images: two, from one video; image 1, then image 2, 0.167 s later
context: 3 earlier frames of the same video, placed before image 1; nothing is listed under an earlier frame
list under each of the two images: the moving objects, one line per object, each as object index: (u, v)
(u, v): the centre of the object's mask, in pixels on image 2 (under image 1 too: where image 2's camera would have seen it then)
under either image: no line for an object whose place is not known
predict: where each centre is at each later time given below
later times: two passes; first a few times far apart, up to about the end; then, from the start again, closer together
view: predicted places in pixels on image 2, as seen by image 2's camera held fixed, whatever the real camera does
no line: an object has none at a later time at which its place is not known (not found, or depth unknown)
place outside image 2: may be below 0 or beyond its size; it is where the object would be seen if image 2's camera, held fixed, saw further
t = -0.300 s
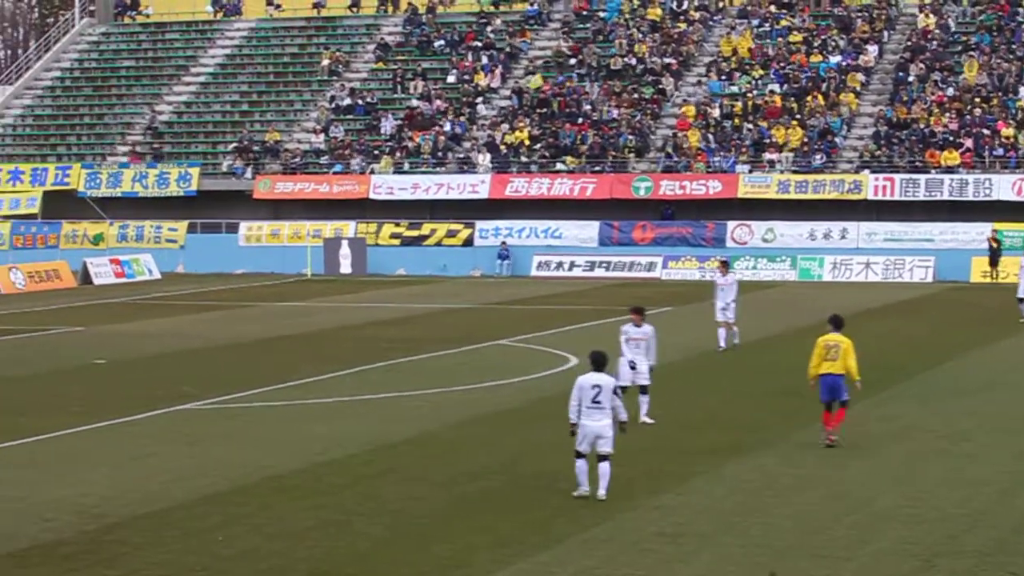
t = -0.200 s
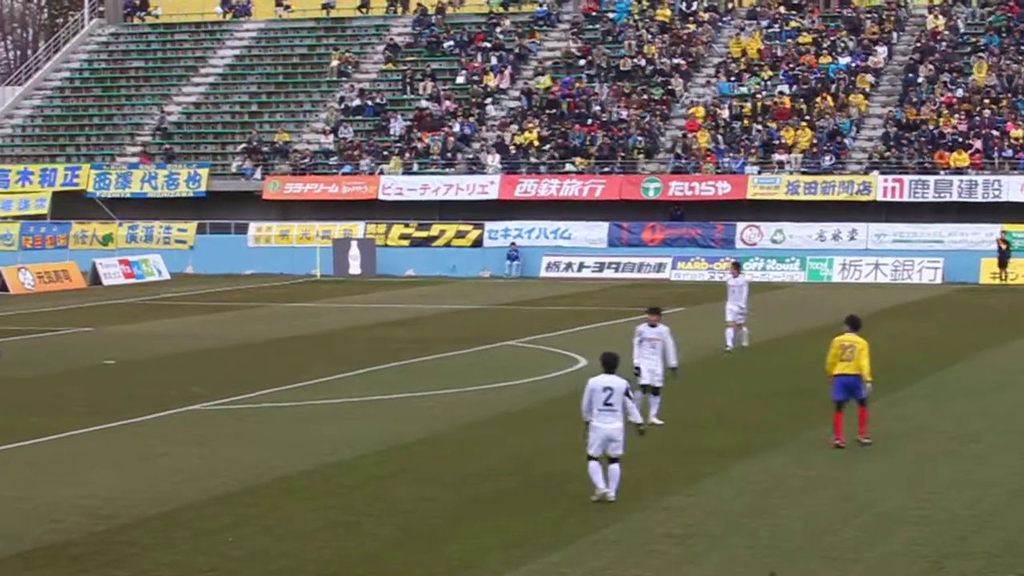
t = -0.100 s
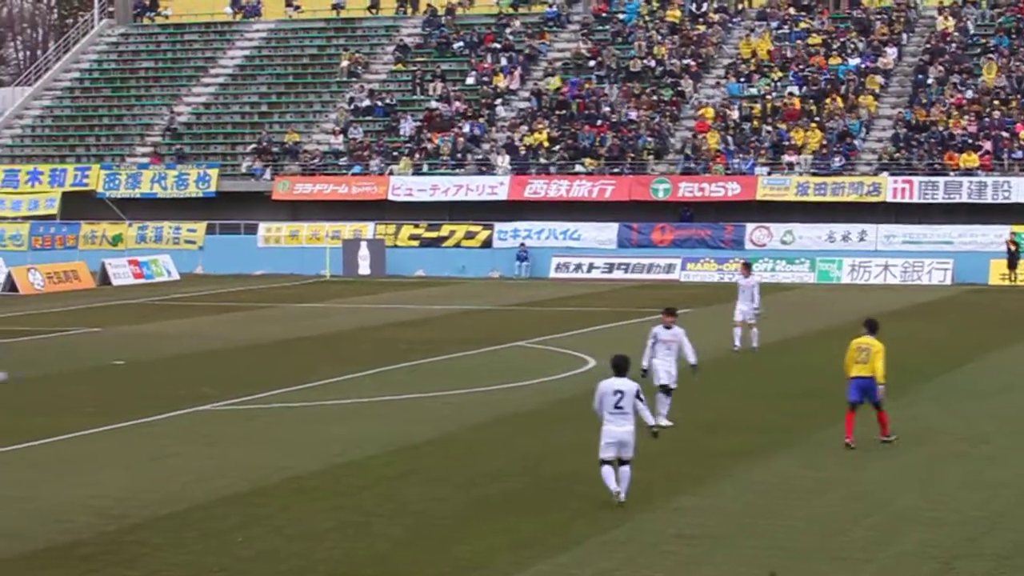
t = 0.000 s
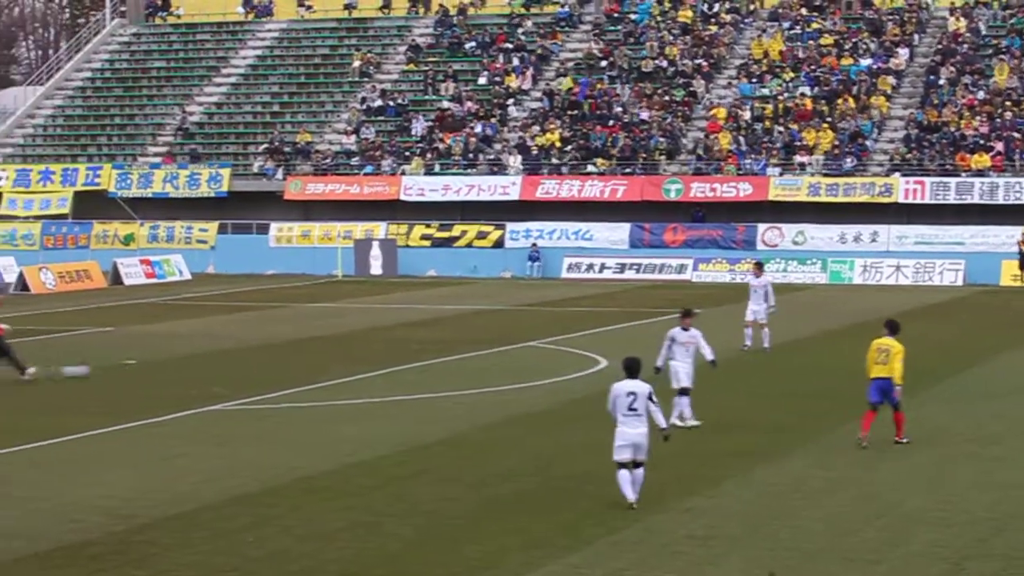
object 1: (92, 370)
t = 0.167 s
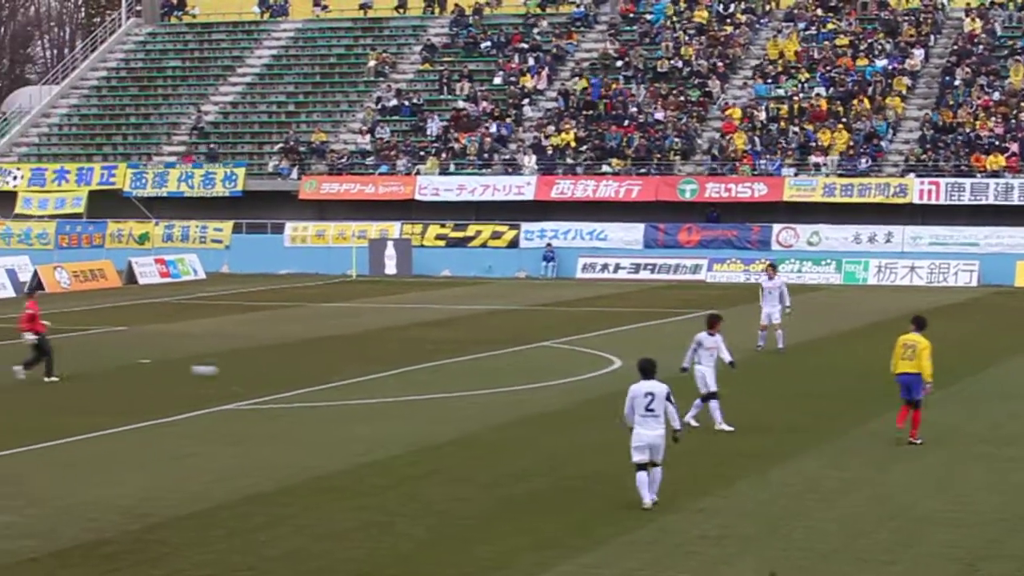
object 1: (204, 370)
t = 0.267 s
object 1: (266, 366)
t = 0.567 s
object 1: (435, 361)
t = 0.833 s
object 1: (560, 357)
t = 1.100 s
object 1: (659, 354)
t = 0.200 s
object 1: (226, 369)
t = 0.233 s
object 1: (246, 367)
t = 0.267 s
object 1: (266, 366)
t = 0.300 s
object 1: (286, 365)
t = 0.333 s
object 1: (306, 365)
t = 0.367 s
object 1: (326, 365)
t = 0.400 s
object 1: (346, 366)
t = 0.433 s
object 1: (365, 365)
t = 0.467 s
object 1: (383, 365)
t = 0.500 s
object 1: (401, 364)
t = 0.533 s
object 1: (419, 363)
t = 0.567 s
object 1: (435, 361)
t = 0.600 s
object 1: (451, 358)
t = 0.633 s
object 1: (469, 356)
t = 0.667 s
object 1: (483, 355)
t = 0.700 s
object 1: (500, 355)
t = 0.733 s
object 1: (515, 354)
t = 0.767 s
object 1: (530, 354)
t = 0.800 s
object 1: (545, 354)
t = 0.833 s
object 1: (560, 357)
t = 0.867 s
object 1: (574, 359)
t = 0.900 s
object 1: (587, 357)
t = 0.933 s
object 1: (600, 355)
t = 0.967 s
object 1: (614, 354)
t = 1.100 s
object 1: (659, 354)
